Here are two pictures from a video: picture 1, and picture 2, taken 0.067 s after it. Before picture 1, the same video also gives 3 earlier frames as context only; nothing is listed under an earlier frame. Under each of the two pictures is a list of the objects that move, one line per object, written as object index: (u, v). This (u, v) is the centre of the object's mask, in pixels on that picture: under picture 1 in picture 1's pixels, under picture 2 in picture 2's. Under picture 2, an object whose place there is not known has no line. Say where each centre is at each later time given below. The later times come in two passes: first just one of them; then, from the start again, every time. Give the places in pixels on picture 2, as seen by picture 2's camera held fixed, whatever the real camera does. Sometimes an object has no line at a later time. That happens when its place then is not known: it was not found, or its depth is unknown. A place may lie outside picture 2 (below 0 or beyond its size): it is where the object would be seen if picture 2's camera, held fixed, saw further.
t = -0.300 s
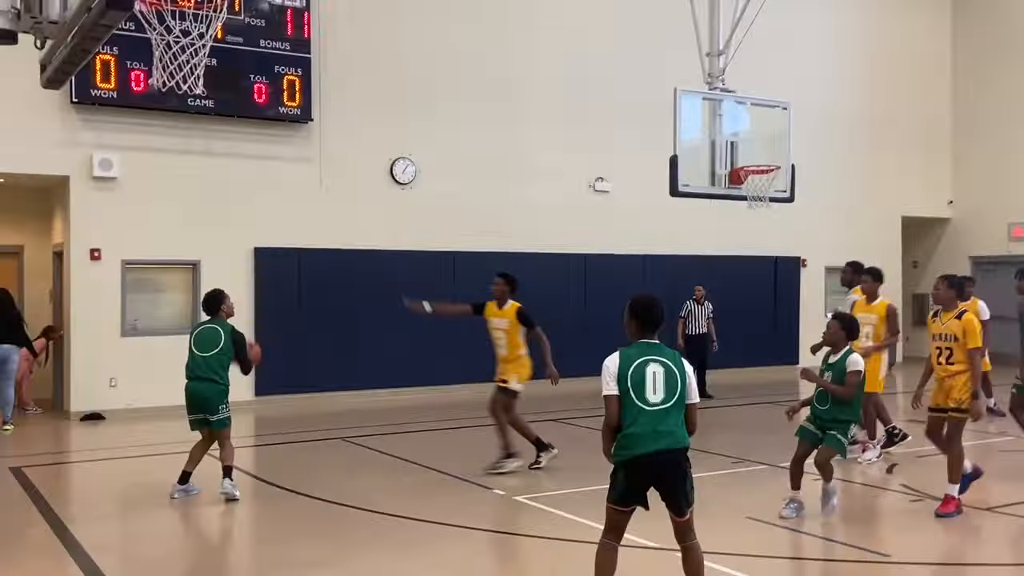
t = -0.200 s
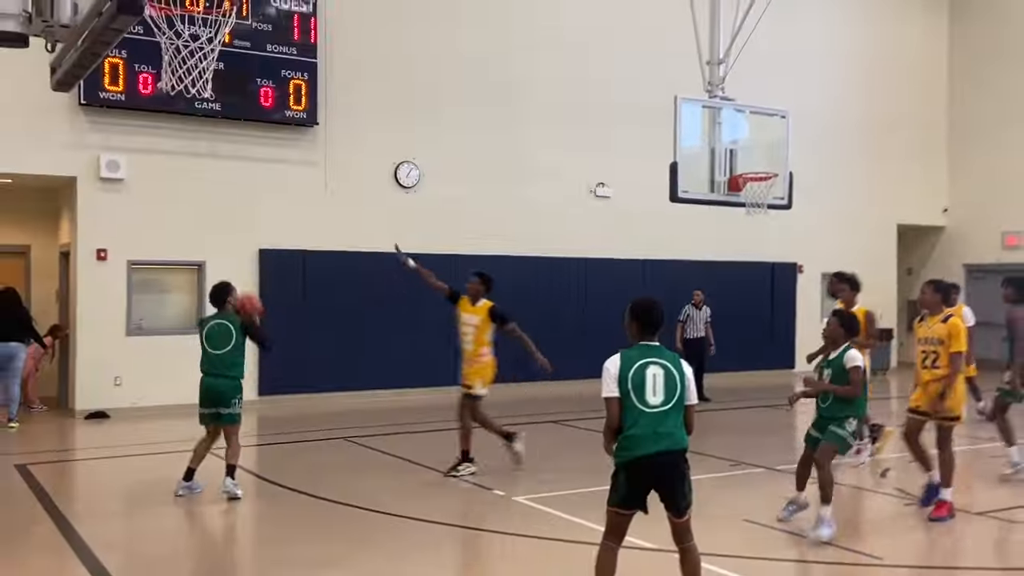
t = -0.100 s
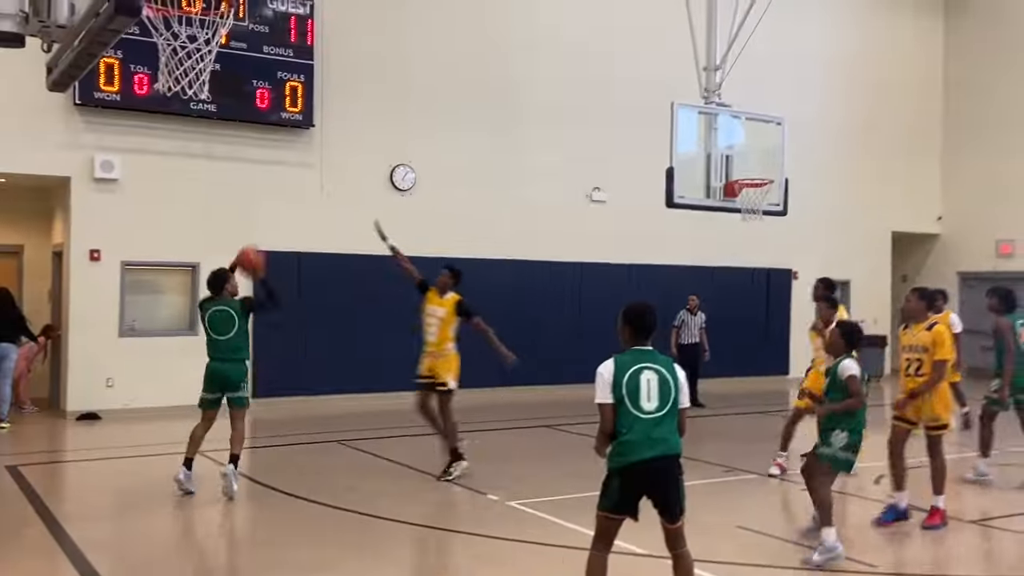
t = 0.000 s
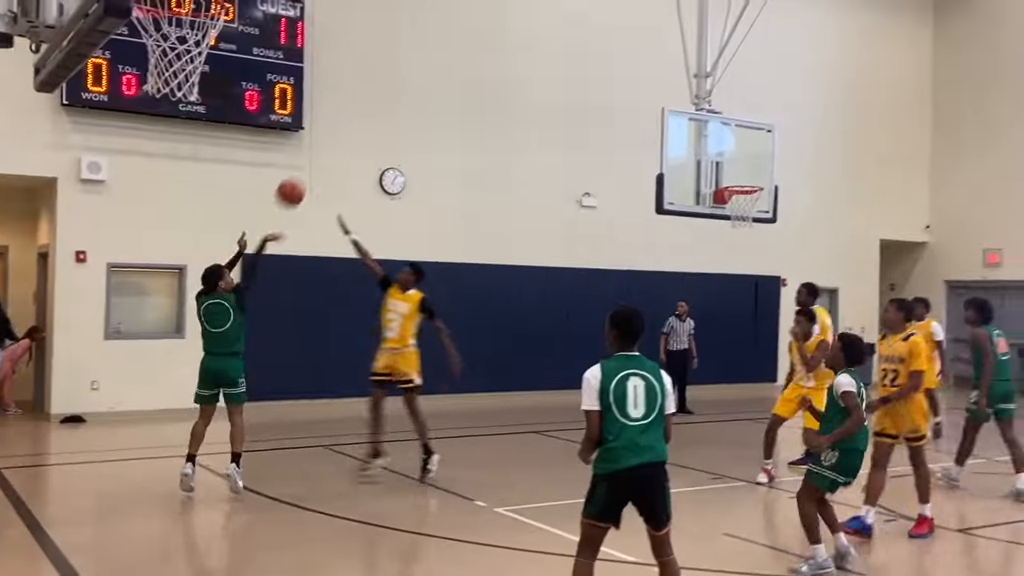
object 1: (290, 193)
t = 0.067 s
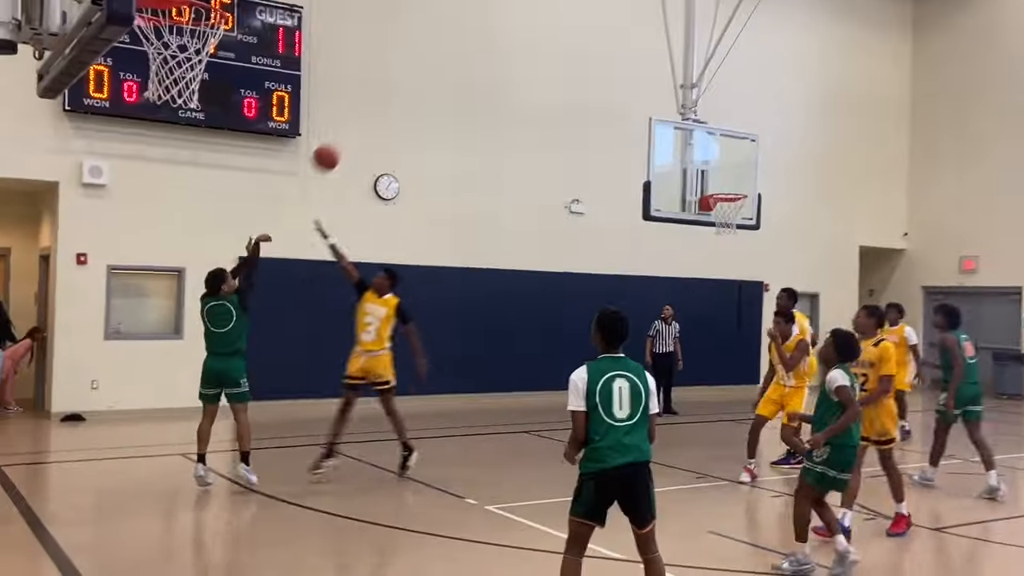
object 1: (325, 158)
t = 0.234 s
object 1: (411, 85)
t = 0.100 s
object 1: (344, 140)
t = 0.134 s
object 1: (362, 124)
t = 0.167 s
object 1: (380, 110)
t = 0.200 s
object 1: (395, 97)
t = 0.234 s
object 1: (411, 85)
